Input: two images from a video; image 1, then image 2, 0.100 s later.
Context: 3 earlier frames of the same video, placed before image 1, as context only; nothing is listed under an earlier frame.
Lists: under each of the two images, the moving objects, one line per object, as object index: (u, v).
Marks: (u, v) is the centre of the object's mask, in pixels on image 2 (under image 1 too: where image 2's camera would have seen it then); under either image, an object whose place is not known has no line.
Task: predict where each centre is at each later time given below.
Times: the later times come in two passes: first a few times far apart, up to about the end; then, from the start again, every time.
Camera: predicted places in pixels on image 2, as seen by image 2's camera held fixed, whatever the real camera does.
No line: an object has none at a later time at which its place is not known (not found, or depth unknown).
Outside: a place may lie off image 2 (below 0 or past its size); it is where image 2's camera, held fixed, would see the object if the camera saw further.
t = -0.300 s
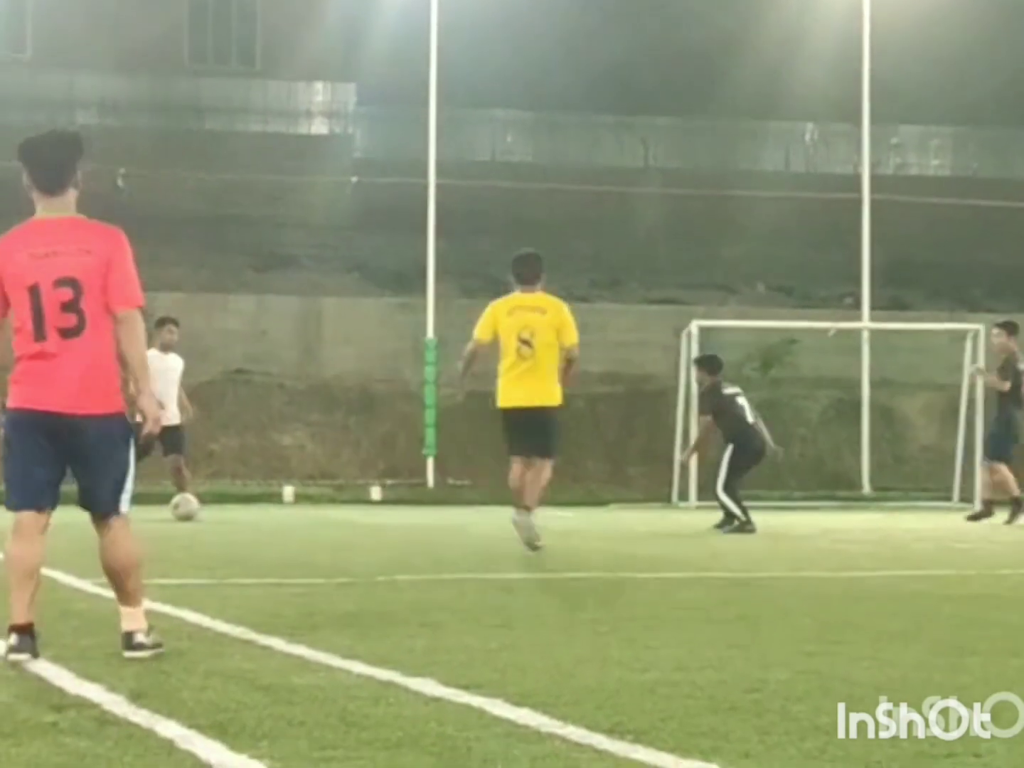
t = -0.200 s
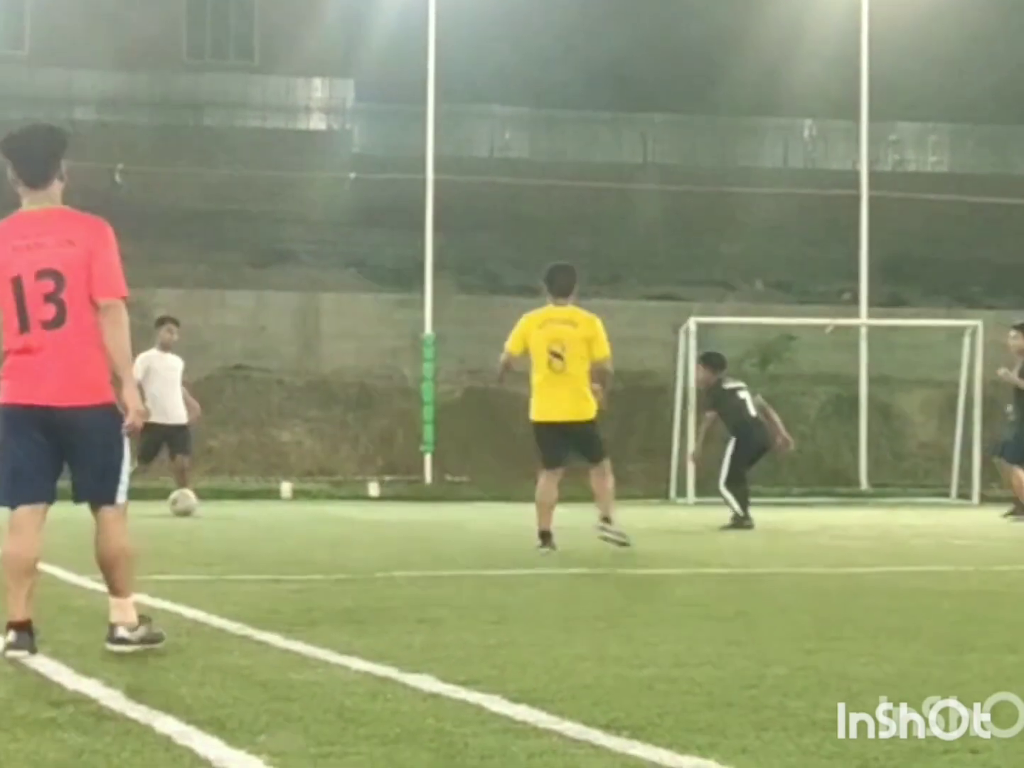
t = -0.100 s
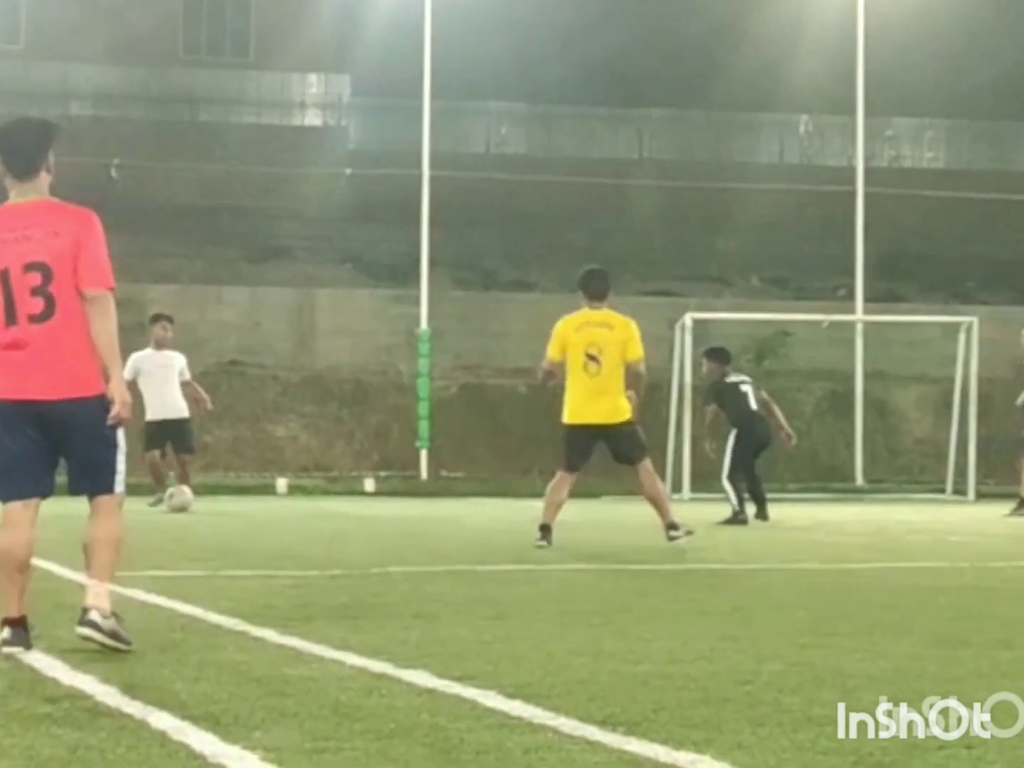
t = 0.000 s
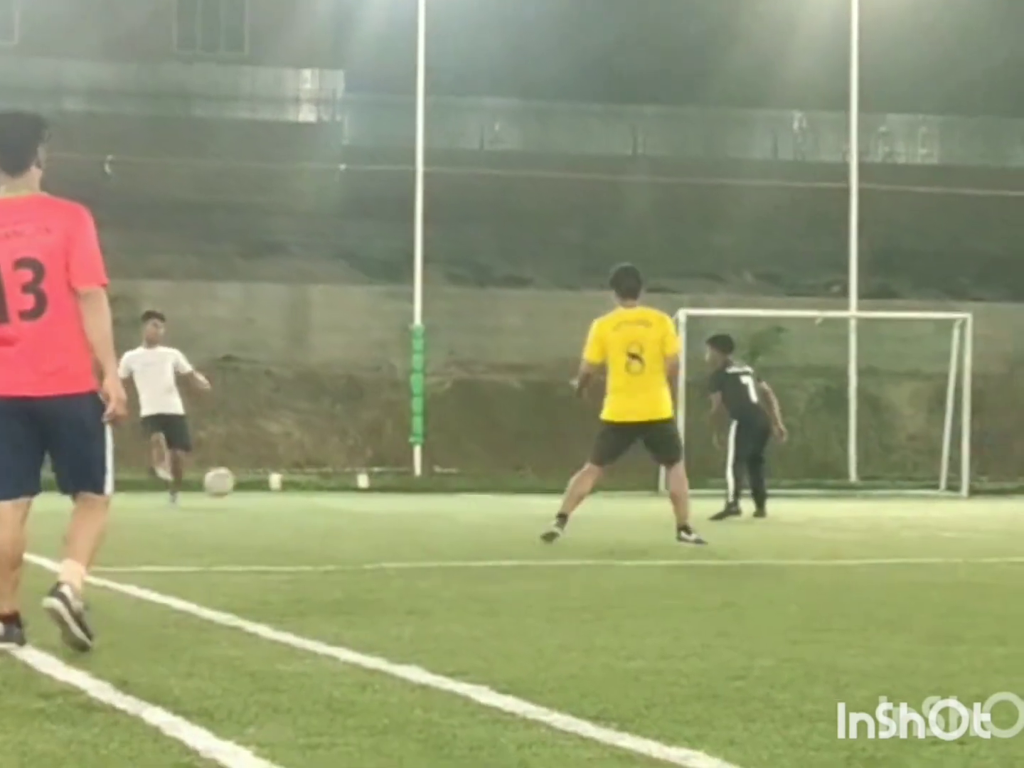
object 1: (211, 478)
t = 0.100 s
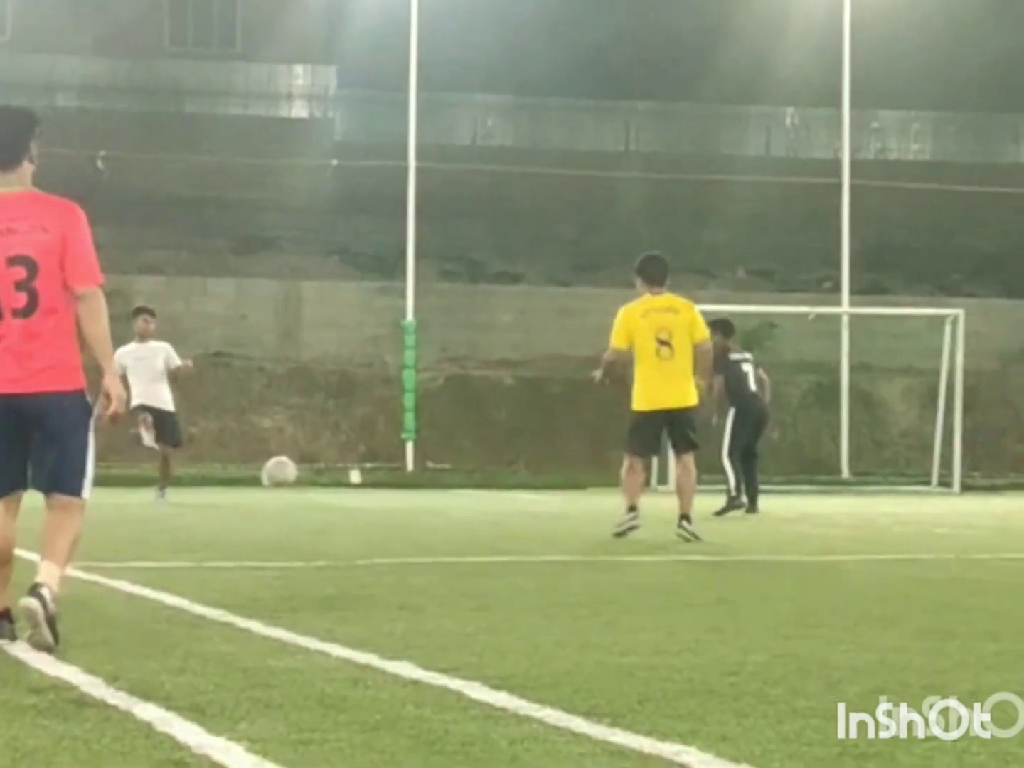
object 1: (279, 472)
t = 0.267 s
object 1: (404, 486)
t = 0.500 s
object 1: (584, 496)
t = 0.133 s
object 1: (304, 471)
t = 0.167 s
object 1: (328, 472)
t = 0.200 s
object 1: (353, 475)
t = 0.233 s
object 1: (378, 480)
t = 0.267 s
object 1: (404, 486)
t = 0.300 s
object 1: (430, 495)
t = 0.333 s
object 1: (456, 497)
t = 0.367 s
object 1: (481, 494)
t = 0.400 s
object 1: (506, 492)
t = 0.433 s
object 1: (532, 492)
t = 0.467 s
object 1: (557, 493)
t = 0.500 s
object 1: (584, 496)
